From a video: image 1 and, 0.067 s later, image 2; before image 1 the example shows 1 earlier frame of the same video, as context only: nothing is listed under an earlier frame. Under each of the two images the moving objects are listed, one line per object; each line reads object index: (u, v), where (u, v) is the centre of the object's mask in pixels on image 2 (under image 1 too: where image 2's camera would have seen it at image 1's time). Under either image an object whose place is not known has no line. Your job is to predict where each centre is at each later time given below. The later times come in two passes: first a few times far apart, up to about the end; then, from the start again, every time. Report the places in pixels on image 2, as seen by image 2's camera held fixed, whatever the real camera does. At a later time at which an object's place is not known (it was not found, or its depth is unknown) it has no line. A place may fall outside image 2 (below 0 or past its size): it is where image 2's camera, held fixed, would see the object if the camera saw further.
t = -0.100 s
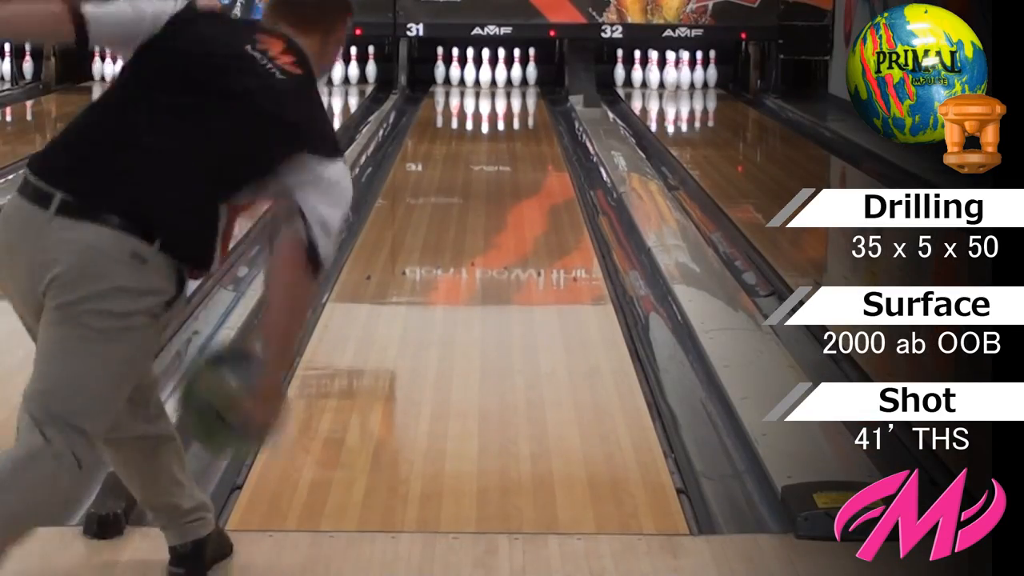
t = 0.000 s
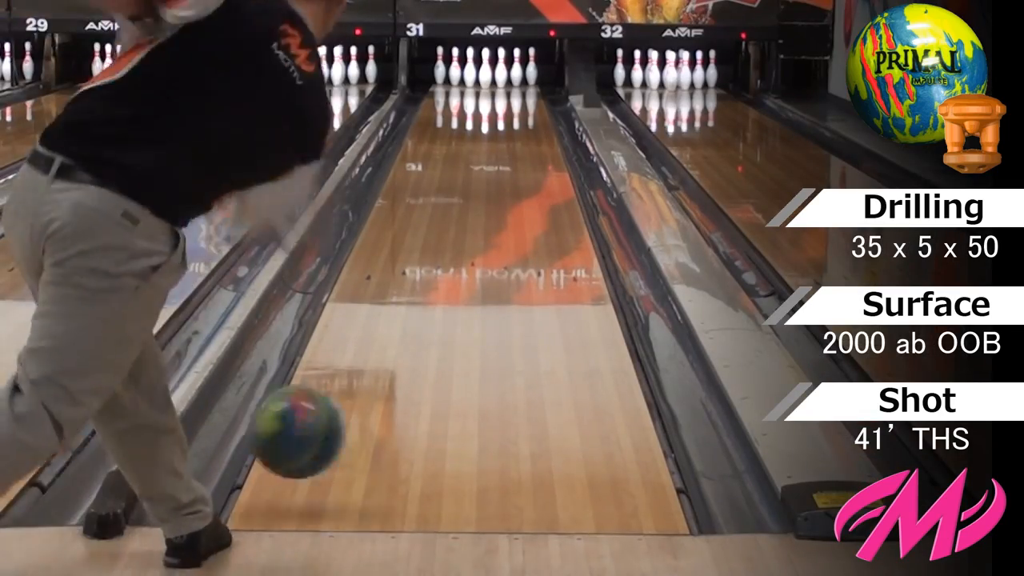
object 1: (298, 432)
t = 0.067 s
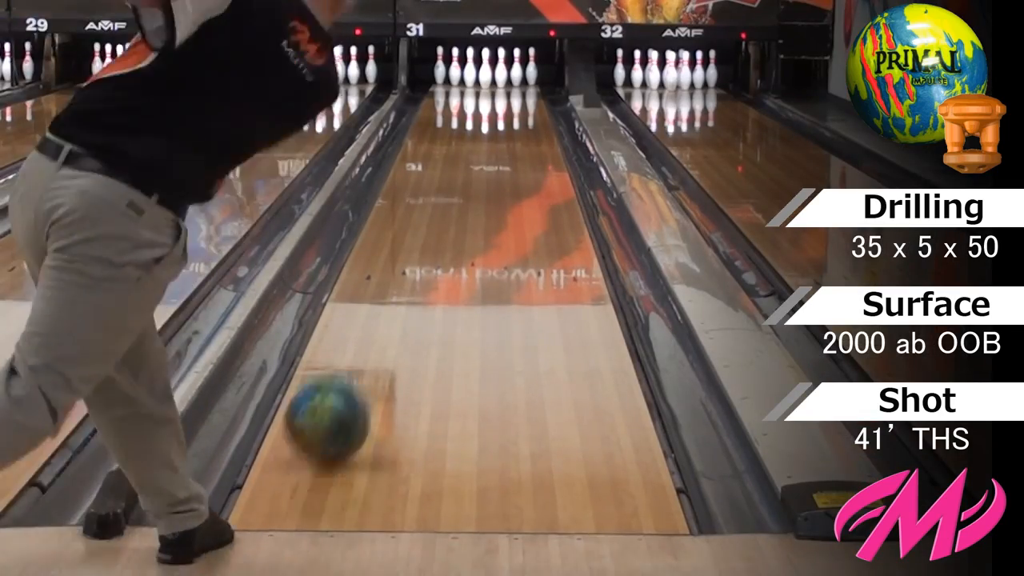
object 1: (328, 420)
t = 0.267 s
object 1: (393, 325)
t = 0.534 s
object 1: (445, 245)
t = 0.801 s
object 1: (477, 194)
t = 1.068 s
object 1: (498, 159)
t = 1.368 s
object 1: (512, 129)
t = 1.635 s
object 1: (518, 111)
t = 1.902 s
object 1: (515, 96)
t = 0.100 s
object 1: (341, 396)
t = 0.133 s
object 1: (353, 378)
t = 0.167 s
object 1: (364, 365)
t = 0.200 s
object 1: (374, 353)
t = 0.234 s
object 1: (383, 338)
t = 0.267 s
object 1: (393, 325)
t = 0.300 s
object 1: (401, 312)
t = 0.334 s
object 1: (408, 301)
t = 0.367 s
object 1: (415, 290)
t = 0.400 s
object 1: (422, 280)
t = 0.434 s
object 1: (428, 270)
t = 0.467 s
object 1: (434, 261)
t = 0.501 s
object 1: (440, 254)
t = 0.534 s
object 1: (445, 245)
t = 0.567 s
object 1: (450, 238)
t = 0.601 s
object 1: (454, 230)
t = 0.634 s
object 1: (460, 225)
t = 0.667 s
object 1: (463, 217)
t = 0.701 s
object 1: (466, 212)
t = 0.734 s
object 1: (470, 206)
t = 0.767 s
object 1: (474, 200)
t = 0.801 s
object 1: (477, 194)
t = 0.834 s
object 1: (479, 190)
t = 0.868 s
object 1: (482, 184)
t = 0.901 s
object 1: (486, 179)
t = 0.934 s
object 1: (489, 174)
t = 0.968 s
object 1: (490, 171)
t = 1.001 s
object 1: (493, 167)
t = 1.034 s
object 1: (495, 162)
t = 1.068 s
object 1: (498, 159)
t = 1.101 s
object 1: (499, 154)
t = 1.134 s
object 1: (501, 151)
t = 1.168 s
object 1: (503, 148)
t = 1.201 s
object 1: (505, 144)
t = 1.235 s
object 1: (506, 141)
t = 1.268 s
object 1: (507, 139)
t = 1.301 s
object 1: (509, 135)
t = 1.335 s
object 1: (511, 132)
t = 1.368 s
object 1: (512, 129)
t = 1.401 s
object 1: (512, 127)
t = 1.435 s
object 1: (513, 124)
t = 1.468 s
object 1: (515, 122)
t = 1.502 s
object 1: (516, 119)
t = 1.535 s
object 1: (517, 117)
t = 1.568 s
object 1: (518, 115)
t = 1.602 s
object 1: (518, 113)
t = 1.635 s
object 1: (518, 111)
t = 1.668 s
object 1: (518, 109)
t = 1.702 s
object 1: (518, 107)
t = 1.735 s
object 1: (519, 105)
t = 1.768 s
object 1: (518, 103)
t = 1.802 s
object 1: (518, 102)
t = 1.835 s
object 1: (517, 100)
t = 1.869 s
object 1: (517, 98)
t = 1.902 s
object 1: (515, 96)
